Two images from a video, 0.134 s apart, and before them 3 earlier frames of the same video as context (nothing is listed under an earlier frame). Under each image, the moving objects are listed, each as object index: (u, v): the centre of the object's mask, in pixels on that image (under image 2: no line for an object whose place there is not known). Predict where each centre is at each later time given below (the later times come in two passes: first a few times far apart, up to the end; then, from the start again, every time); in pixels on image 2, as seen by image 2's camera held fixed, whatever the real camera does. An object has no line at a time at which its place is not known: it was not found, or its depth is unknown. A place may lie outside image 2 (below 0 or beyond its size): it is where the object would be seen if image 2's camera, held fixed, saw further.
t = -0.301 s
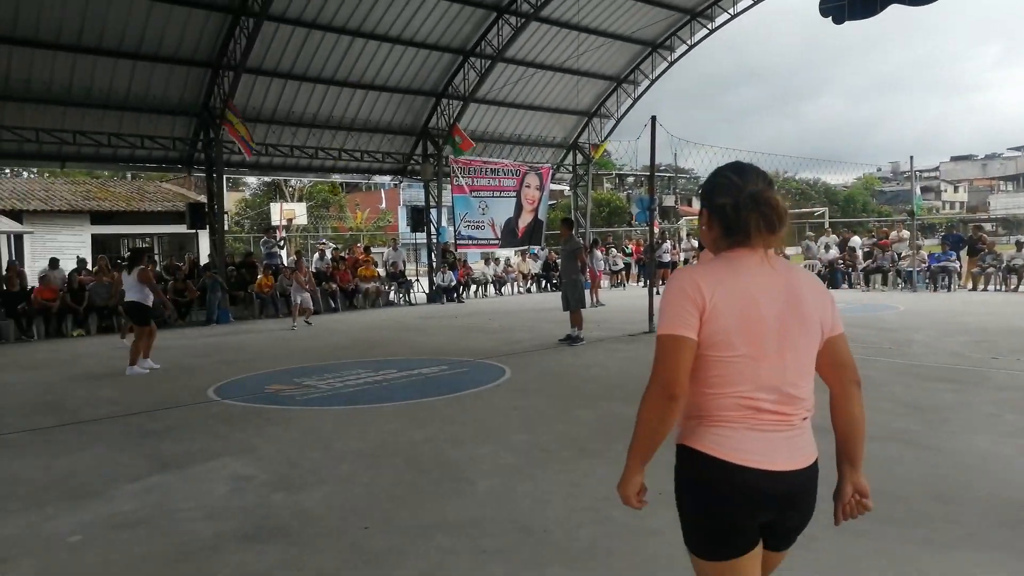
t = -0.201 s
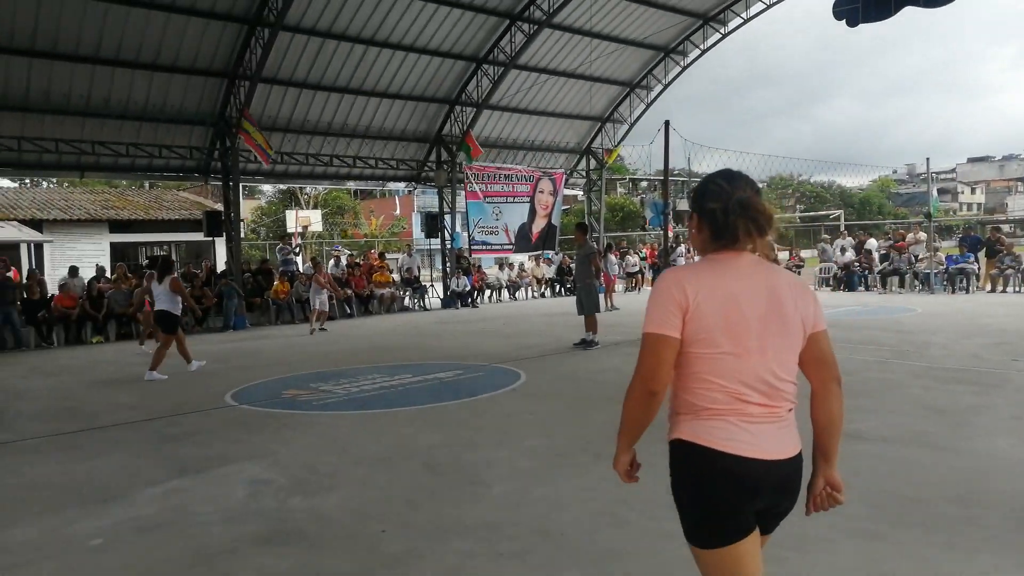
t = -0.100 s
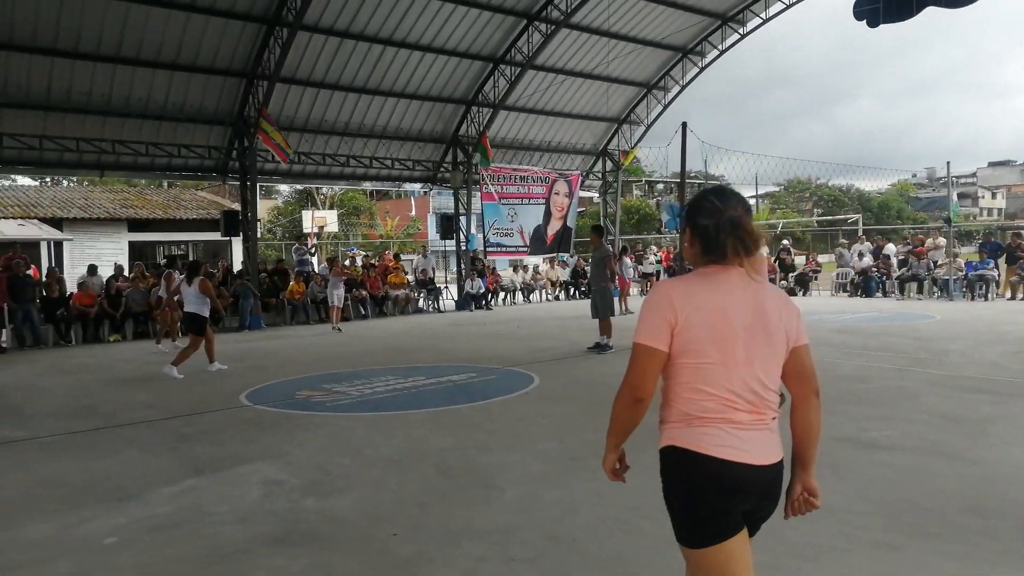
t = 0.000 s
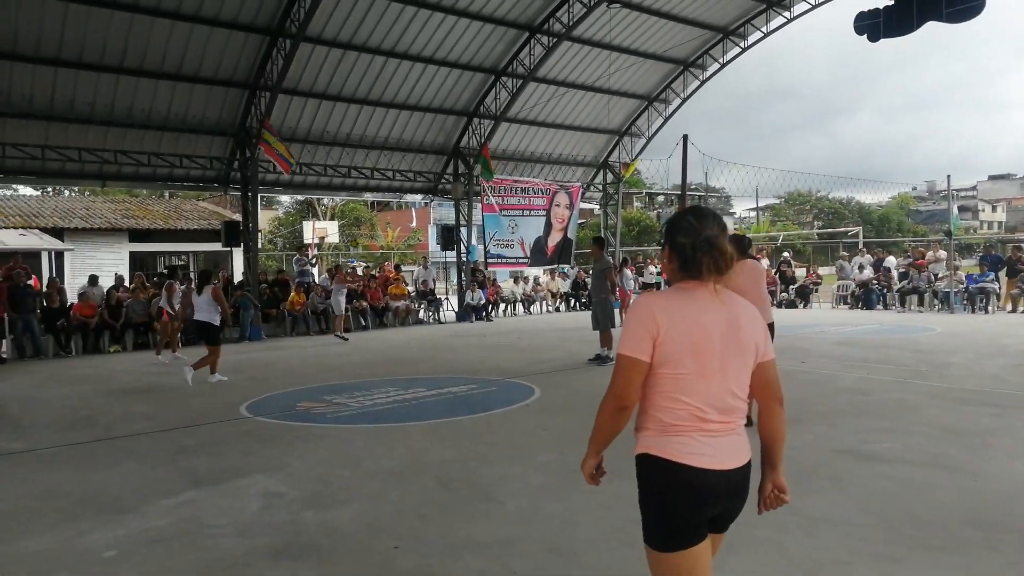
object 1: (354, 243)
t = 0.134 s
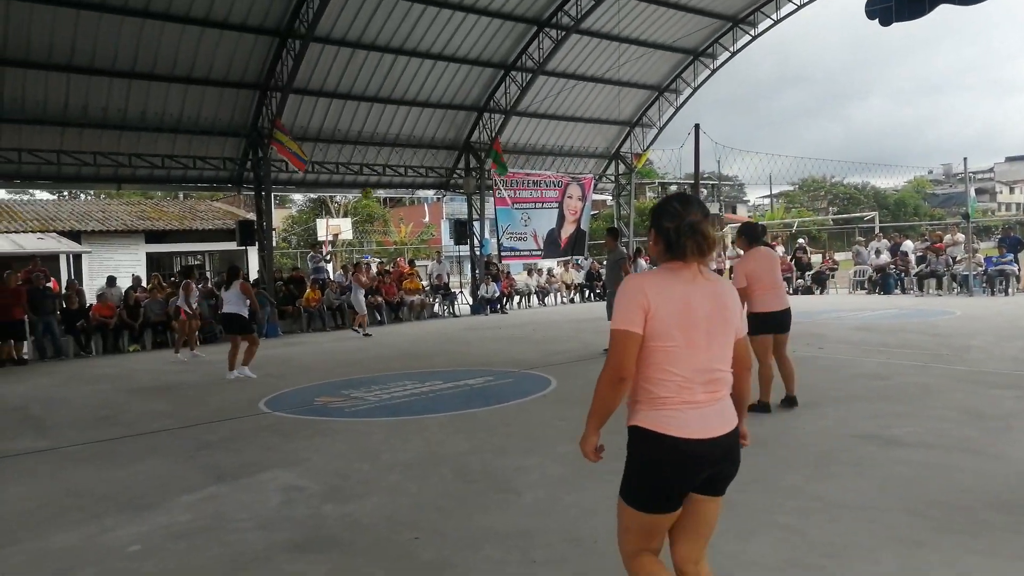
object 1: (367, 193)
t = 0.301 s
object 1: (365, 147)
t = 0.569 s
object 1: (363, 96)
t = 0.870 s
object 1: (365, 87)
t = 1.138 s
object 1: (369, 130)
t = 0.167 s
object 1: (367, 183)
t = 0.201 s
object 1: (366, 172)
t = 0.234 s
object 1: (366, 163)
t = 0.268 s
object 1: (365, 154)
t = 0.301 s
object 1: (365, 147)
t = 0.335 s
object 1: (364, 138)
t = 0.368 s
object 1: (364, 129)
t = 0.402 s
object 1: (364, 122)
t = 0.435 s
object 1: (363, 116)
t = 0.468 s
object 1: (363, 109)
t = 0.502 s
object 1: (363, 104)
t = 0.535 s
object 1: (363, 100)
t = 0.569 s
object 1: (363, 96)
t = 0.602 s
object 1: (364, 93)
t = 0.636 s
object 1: (363, 89)
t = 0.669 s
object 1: (364, 87)
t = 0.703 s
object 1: (363, 85)
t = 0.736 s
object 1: (364, 84)
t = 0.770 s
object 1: (364, 83)
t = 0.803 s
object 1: (364, 84)
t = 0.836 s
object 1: (364, 85)
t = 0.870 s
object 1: (365, 87)
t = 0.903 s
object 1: (366, 90)
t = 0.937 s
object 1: (365, 93)
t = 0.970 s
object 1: (366, 97)
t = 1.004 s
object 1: (367, 102)
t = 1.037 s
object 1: (366, 107)
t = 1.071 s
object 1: (367, 114)
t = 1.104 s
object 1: (368, 122)
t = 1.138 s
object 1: (369, 130)
